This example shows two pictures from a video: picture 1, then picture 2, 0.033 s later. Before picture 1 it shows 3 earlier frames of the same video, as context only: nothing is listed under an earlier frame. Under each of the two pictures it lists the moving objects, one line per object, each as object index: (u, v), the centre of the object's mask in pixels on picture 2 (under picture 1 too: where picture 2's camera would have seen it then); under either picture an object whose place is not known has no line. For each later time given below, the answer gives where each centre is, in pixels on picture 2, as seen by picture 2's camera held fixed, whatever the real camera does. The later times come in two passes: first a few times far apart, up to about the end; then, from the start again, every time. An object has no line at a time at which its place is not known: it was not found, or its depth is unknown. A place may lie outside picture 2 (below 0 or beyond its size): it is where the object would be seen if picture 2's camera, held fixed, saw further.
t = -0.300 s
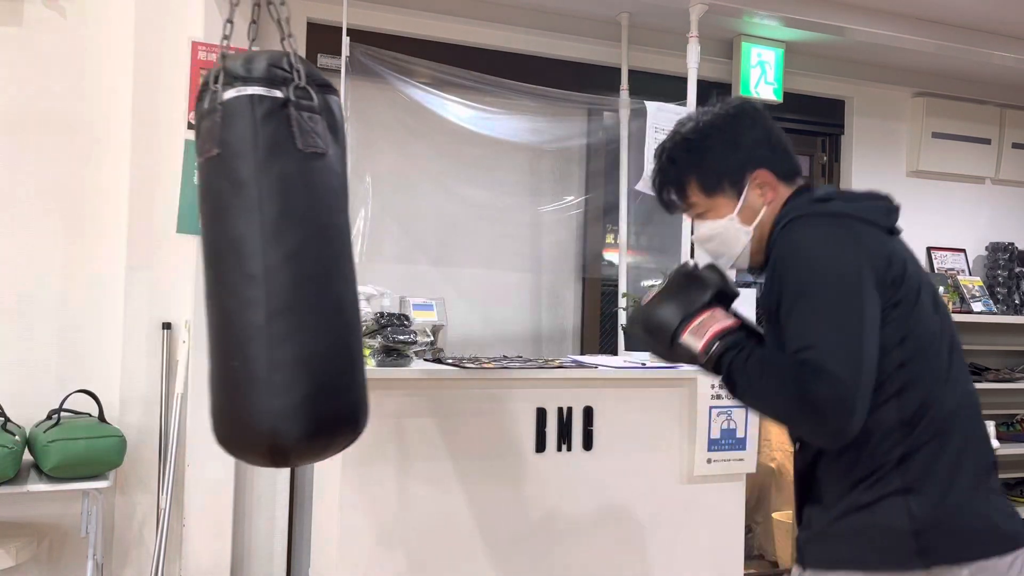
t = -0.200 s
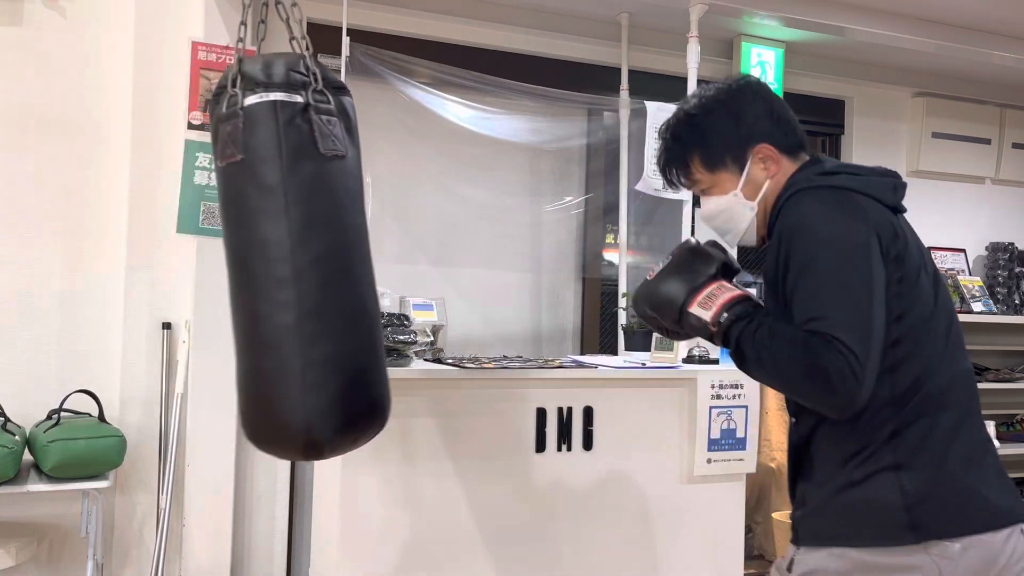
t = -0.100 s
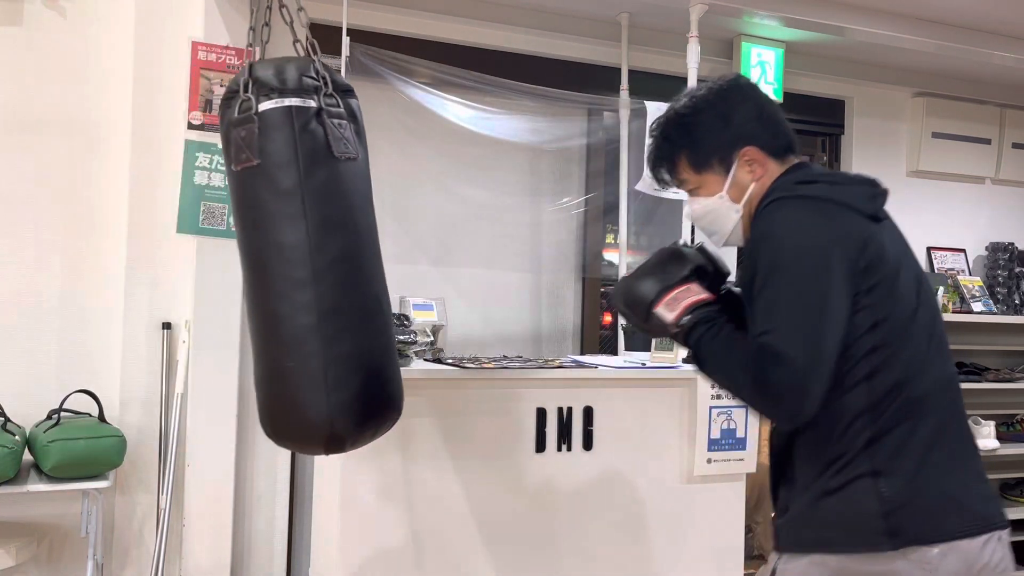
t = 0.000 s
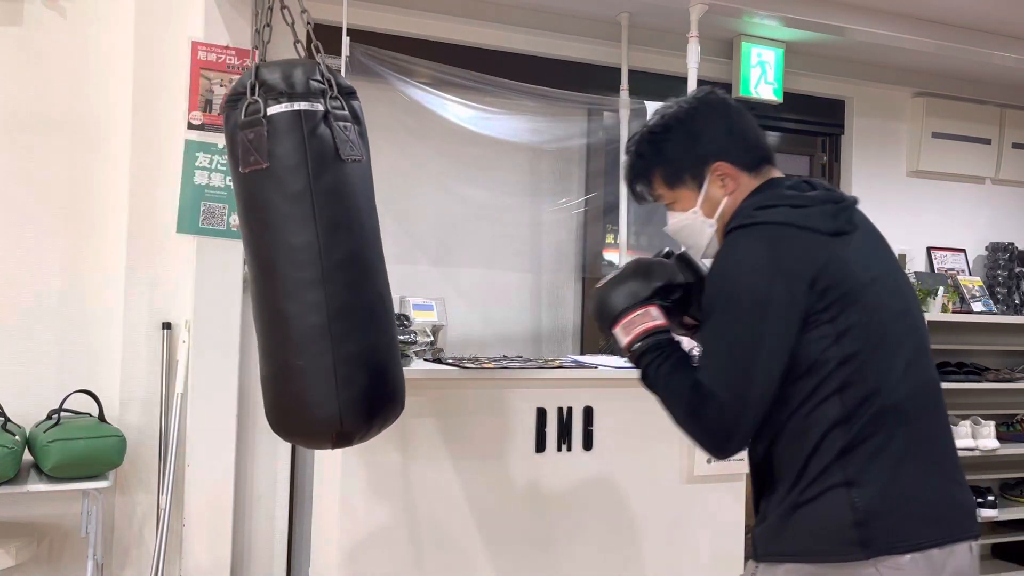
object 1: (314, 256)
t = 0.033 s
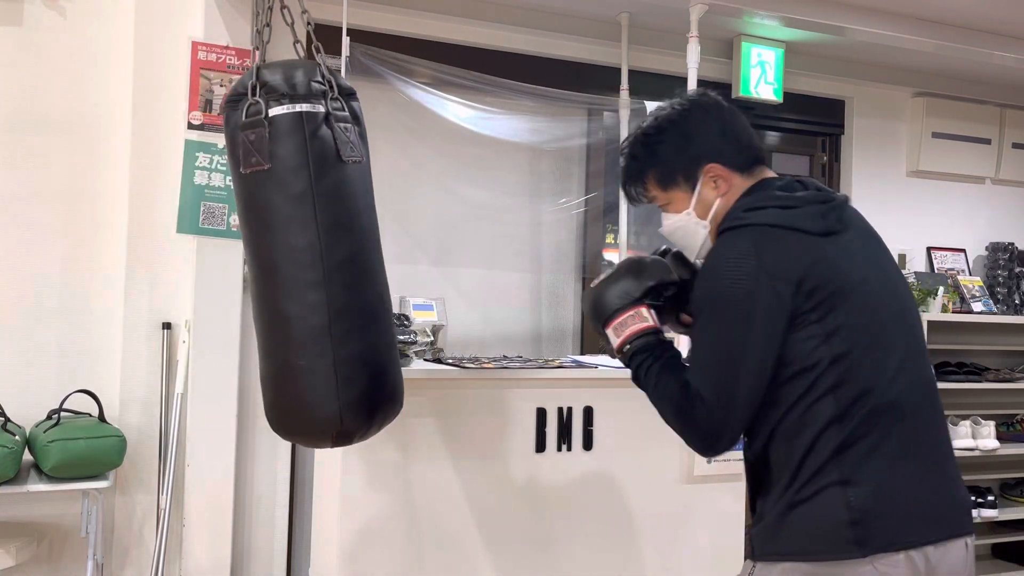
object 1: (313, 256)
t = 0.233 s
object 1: (292, 256)
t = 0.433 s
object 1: (249, 257)
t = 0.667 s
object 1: (186, 258)
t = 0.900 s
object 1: (141, 255)
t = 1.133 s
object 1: (143, 256)
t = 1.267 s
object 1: (168, 259)
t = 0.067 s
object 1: (312, 255)
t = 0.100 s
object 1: (309, 255)
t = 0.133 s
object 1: (306, 255)
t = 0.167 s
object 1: (302, 256)
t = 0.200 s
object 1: (298, 255)
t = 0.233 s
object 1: (292, 256)
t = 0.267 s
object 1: (286, 255)
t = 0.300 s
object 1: (279, 256)
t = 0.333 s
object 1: (273, 256)
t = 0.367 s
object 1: (265, 256)
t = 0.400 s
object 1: (257, 257)
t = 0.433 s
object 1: (249, 257)
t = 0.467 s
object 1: (240, 258)
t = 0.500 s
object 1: (231, 258)
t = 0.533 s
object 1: (222, 258)
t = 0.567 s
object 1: (213, 258)
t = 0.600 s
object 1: (204, 258)
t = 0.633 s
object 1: (195, 258)
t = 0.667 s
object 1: (186, 258)
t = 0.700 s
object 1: (179, 258)
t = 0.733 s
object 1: (170, 258)
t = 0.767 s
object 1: (163, 257)
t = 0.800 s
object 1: (156, 257)
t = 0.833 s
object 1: (150, 257)
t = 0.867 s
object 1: (145, 256)
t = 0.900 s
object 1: (141, 255)
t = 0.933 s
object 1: (138, 255)
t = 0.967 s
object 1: (136, 255)
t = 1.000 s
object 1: (135, 256)
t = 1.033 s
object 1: (135, 255)
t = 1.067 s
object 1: (136, 256)
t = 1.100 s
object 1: (139, 255)
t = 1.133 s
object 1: (143, 256)
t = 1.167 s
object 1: (148, 256)
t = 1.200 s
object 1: (154, 257)
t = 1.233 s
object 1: (161, 258)
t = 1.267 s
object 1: (168, 259)
